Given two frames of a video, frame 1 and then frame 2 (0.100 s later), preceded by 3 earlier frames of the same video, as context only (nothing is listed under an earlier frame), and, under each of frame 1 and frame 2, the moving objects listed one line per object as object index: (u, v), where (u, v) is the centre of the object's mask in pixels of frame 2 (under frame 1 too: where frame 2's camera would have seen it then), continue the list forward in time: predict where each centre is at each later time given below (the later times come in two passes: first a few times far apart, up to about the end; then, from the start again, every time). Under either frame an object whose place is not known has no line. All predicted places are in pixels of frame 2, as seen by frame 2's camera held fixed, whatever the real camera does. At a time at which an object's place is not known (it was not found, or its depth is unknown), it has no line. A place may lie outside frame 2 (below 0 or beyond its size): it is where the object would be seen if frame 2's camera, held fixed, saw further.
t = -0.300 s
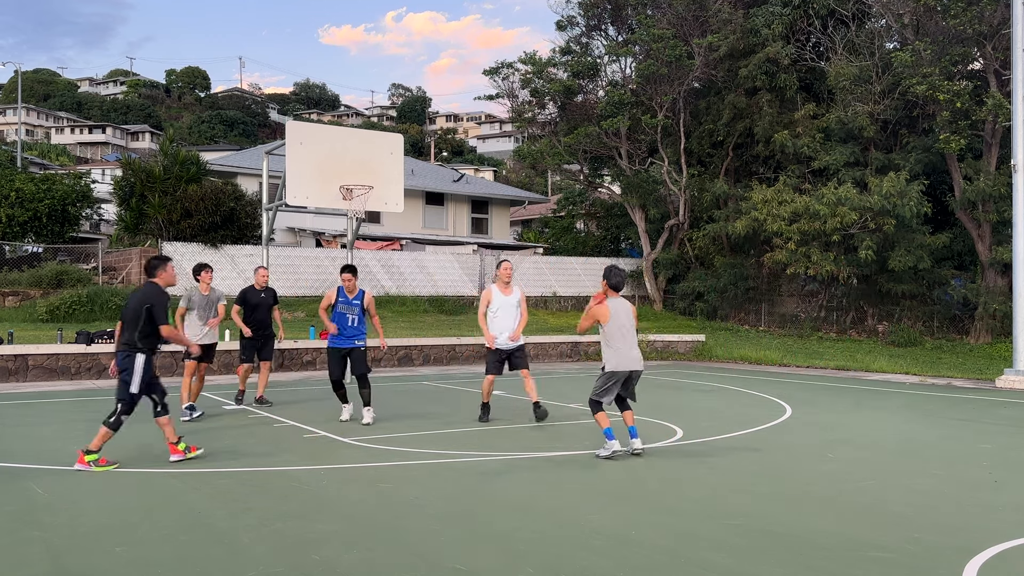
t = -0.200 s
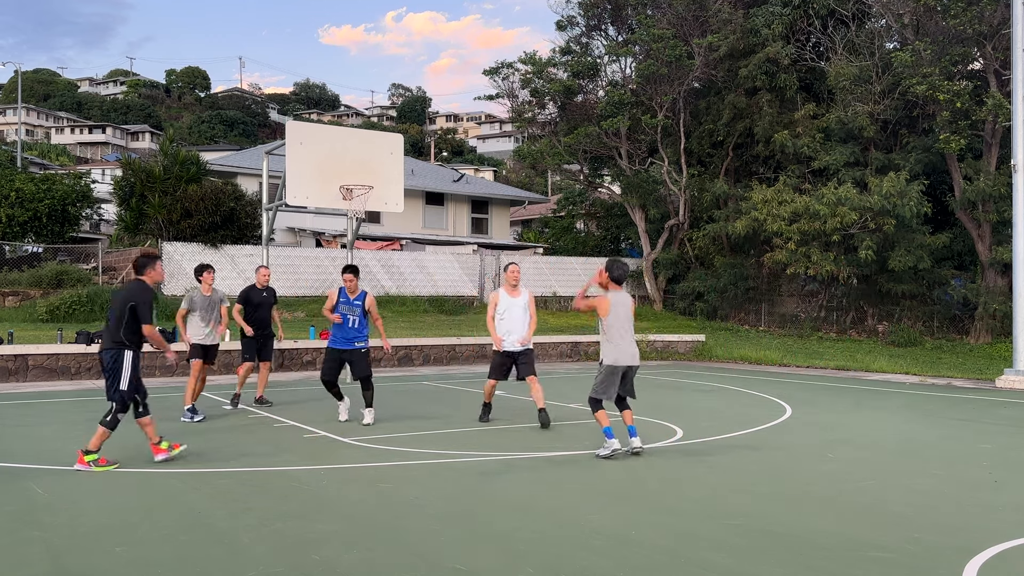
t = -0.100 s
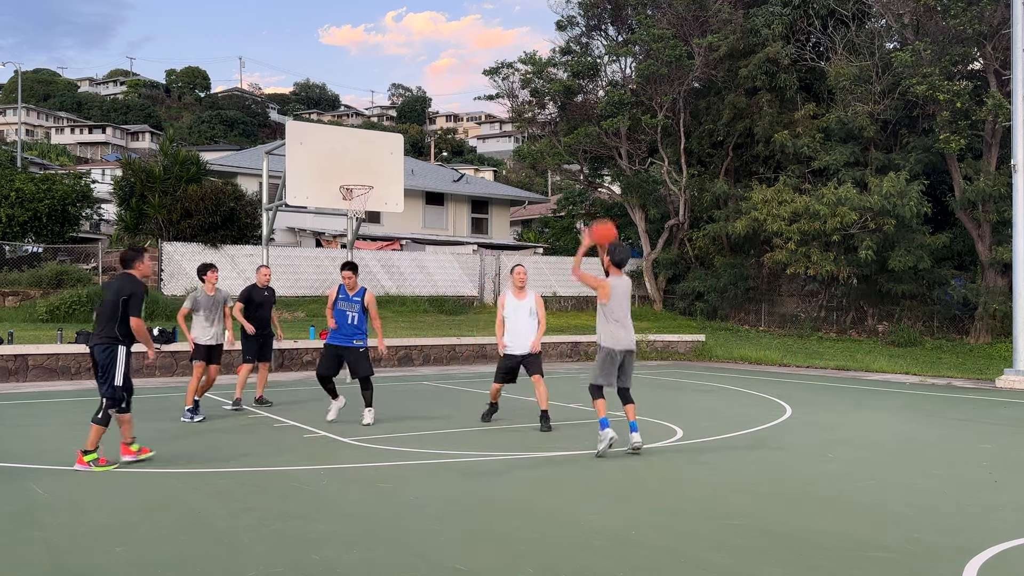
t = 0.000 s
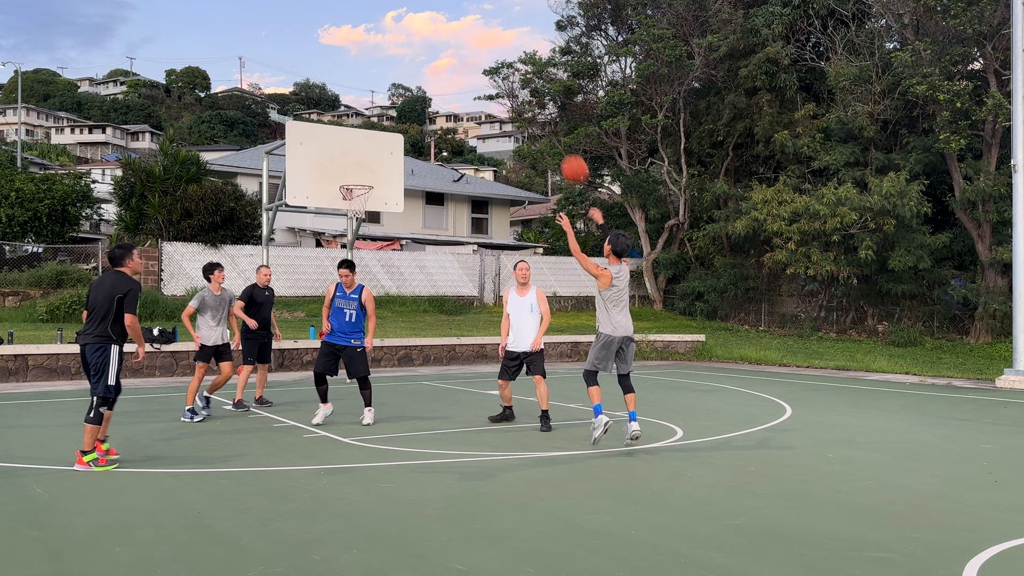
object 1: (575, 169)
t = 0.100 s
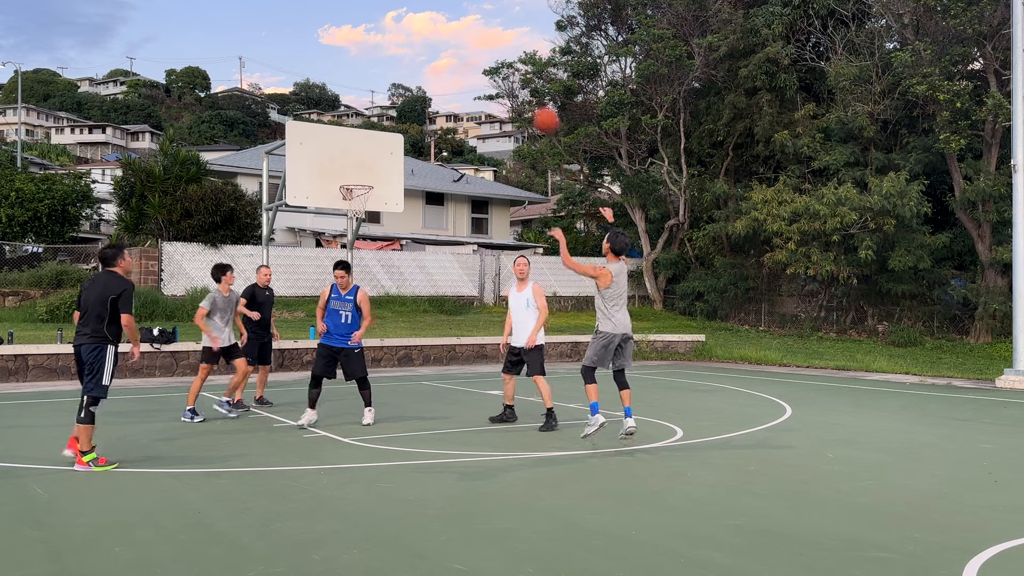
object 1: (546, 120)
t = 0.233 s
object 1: (512, 75)
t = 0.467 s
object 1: (461, 44)
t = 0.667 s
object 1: (424, 56)
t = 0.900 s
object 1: (387, 104)
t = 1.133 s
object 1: (356, 180)
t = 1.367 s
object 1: (343, 175)
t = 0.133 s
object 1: (536, 106)
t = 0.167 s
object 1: (529, 95)
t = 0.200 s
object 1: (520, 84)
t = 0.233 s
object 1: (512, 75)
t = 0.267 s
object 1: (503, 68)
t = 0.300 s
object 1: (496, 61)
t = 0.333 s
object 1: (488, 55)
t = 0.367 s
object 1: (481, 51)
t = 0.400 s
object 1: (474, 48)
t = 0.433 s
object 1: (467, 46)
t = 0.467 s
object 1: (461, 44)
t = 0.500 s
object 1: (454, 44)
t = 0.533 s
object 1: (448, 45)
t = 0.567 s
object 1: (442, 46)
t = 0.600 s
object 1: (436, 49)
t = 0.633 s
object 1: (430, 52)
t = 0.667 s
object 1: (424, 56)
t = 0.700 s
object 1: (418, 61)
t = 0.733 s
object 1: (413, 66)
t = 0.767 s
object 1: (407, 72)
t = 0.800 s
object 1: (402, 80)
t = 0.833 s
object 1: (397, 87)
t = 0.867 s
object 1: (392, 94)
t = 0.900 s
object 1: (387, 104)
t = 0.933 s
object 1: (383, 113)
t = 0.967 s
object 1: (377, 123)
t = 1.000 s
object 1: (373, 133)
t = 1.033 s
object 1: (369, 145)
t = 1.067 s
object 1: (365, 156)
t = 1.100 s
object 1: (360, 168)
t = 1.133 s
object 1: (356, 180)
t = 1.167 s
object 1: (355, 179)
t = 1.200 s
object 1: (353, 176)
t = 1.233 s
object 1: (351, 175)
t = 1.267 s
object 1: (349, 173)
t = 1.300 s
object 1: (347, 173)
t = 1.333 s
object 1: (345, 174)
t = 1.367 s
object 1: (343, 175)
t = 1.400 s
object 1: (341, 177)
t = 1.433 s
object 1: (339, 180)
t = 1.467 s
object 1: (336, 184)
